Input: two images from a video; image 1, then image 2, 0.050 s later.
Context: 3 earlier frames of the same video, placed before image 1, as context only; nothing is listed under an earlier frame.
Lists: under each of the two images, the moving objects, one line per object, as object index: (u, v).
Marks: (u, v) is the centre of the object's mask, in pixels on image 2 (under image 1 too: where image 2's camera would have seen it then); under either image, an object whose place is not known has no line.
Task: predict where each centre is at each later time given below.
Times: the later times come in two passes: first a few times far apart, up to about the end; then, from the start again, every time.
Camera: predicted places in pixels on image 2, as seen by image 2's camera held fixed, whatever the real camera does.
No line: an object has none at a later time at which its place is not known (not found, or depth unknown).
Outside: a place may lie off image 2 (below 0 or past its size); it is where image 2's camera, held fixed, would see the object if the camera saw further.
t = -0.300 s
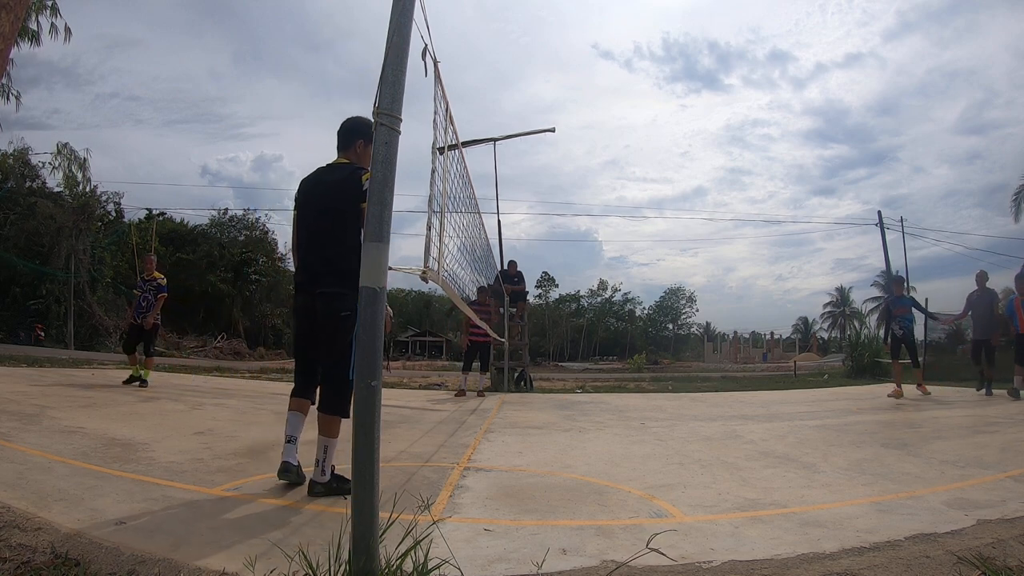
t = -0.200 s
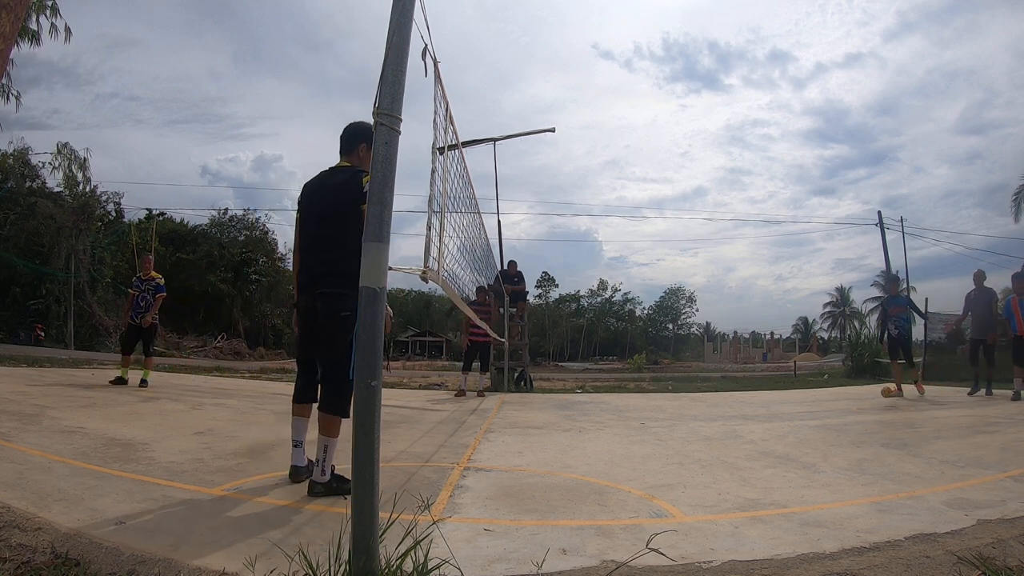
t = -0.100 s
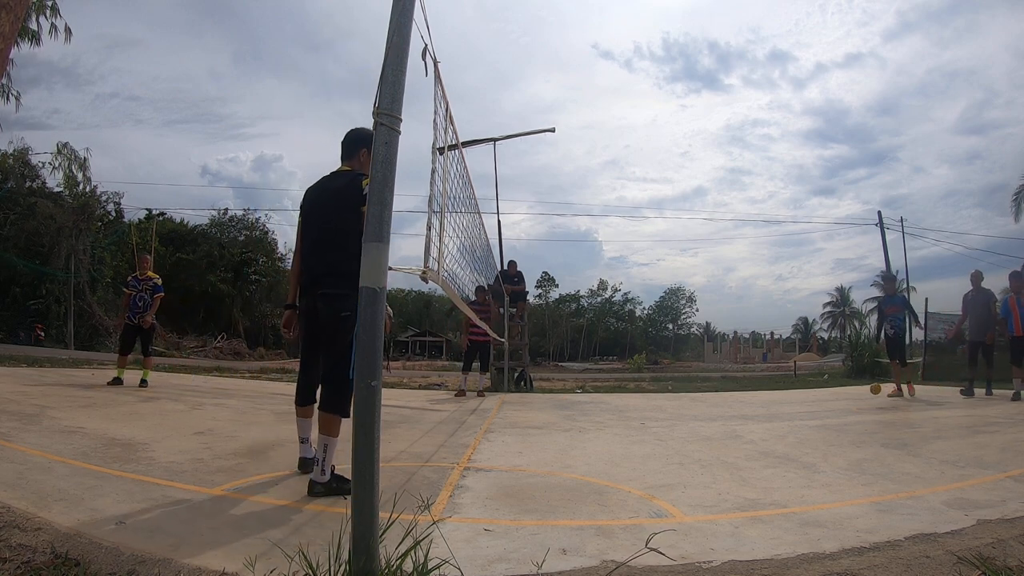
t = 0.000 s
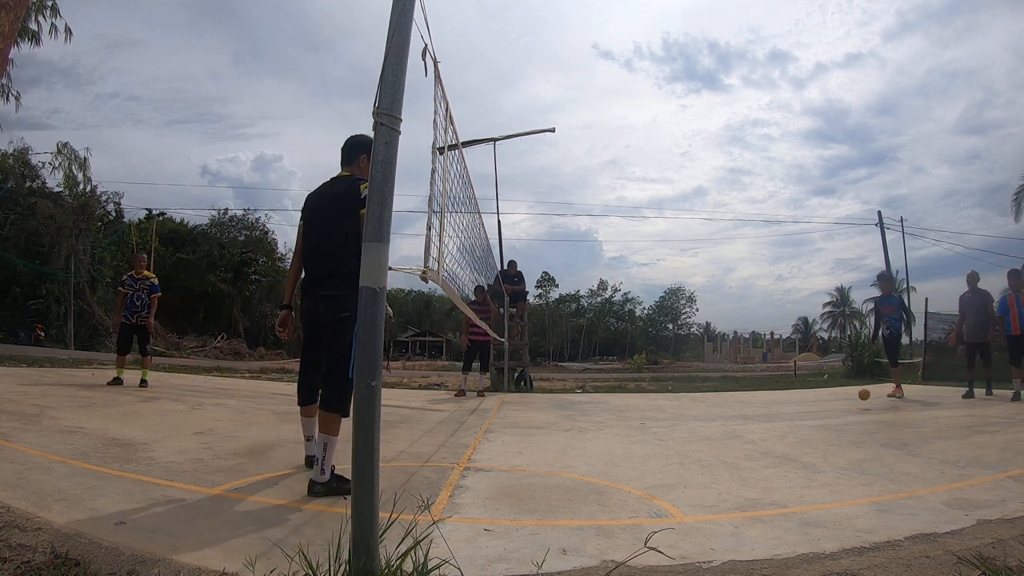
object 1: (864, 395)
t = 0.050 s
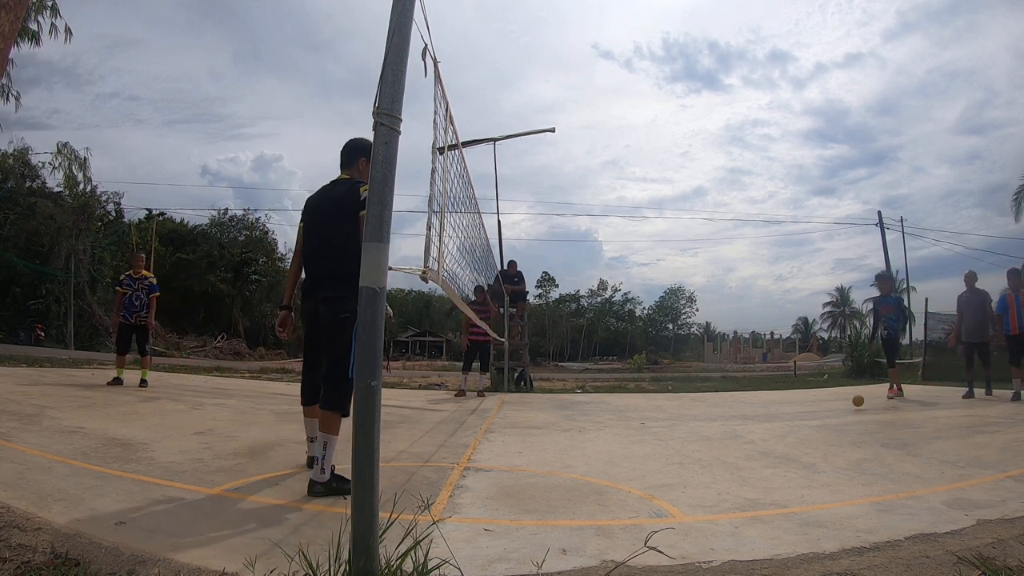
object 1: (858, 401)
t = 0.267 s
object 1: (829, 402)
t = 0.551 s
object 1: (785, 410)
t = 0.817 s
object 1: (739, 413)
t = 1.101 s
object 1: (686, 416)
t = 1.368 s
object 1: (632, 418)
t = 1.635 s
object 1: (576, 420)
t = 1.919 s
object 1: (516, 420)
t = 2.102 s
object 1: (477, 420)
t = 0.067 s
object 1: (856, 404)
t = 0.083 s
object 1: (854, 403)
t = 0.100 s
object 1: (852, 402)
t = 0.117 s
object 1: (849, 401)
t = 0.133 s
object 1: (847, 399)
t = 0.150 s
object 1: (845, 399)
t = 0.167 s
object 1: (843, 399)
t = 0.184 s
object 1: (840, 399)
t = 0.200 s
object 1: (838, 398)
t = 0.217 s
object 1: (836, 399)
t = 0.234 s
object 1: (834, 400)
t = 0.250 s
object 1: (831, 401)
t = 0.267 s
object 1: (829, 402)
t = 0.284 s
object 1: (826, 404)
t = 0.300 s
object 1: (824, 405)
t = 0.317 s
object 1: (822, 407)
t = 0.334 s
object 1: (819, 407)
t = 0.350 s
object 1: (817, 407)
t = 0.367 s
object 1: (814, 406)
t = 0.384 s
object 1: (812, 407)
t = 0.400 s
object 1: (809, 407)
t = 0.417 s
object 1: (807, 408)
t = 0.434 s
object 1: (804, 408)
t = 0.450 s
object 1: (801, 408)
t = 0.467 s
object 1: (798, 409)
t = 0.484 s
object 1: (796, 409)
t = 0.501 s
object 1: (793, 409)
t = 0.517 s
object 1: (790, 410)
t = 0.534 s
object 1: (787, 409)
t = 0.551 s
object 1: (785, 410)
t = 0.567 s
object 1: (782, 410)
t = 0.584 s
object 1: (779, 410)
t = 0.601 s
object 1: (777, 411)
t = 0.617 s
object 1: (774, 411)
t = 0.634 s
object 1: (771, 411)
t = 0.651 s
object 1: (768, 411)
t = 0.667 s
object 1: (765, 411)
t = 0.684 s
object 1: (763, 411)
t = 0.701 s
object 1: (760, 412)
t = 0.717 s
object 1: (757, 412)
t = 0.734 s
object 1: (754, 412)
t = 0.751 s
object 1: (751, 412)
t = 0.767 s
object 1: (748, 412)
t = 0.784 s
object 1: (745, 413)
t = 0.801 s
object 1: (742, 413)
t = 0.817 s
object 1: (739, 413)
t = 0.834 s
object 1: (736, 413)
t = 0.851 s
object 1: (733, 414)
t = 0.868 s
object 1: (730, 414)
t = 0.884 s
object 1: (727, 414)
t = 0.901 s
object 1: (724, 414)
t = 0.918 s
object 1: (721, 414)
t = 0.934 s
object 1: (718, 414)
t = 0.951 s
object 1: (714, 415)
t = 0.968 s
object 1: (711, 415)
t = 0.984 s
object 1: (708, 415)
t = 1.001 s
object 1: (705, 415)
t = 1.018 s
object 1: (702, 415)
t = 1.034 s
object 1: (699, 416)
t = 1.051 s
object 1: (695, 415)
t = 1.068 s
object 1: (692, 415)
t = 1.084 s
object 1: (689, 416)
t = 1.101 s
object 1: (686, 416)
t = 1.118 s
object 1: (683, 416)
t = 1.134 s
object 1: (679, 416)
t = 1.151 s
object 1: (676, 416)
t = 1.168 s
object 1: (673, 416)
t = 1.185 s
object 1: (669, 417)
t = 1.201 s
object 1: (666, 417)
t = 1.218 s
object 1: (663, 417)
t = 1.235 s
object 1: (659, 417)
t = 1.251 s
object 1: (656, 418)
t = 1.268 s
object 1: (652, 418)
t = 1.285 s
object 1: (649, 418)
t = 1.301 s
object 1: (646, 418)
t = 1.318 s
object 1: (642, 418)
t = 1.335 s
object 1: (639, 418)
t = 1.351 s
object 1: (636, 418)
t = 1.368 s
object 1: (632, 418)
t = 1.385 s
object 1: (629, 418)
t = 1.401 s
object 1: (625, 419)
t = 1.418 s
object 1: (622, 419)
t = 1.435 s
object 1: (619, 419)
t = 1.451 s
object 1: (615, 419)
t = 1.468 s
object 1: (612, 419)
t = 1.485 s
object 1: (608, 419)
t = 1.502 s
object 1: (605, 419)
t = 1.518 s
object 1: (601, 419)
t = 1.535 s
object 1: (598, 420)
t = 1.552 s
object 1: (594, 420)
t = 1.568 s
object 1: (591, 420)
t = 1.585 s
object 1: (587, 420)
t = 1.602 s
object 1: (583, 420)
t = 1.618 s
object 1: (580, 420)
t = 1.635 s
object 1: (576, 420)
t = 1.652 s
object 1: (573, 420)
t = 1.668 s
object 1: (569, 420)
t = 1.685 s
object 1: (566, 420)
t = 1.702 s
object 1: (562, 420)
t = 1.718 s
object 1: (558, 420)
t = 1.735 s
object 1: (555, 420)
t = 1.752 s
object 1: (551, 420)
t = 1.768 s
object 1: (548, 420)
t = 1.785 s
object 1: (544, 420)
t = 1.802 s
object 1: (541, 420)
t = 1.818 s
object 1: (537, 420)
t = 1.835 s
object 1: (534, 419)
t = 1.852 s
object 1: (530, 419)
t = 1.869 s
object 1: (527, 419)
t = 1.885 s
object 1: (523, 419)
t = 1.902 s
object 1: (520, 419)
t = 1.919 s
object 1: (516, 420)
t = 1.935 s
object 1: (513, 420)
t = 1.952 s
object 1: (509, 420)
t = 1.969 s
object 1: (506, 420)
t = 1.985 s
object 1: (502, 420)
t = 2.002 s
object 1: (499, 420)
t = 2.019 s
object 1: (495, 420)
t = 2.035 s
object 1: (492, 420)
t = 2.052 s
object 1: (488, 420)
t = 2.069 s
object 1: (485, 420)
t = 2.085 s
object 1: (481, 420)
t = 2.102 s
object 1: (477, 420)
